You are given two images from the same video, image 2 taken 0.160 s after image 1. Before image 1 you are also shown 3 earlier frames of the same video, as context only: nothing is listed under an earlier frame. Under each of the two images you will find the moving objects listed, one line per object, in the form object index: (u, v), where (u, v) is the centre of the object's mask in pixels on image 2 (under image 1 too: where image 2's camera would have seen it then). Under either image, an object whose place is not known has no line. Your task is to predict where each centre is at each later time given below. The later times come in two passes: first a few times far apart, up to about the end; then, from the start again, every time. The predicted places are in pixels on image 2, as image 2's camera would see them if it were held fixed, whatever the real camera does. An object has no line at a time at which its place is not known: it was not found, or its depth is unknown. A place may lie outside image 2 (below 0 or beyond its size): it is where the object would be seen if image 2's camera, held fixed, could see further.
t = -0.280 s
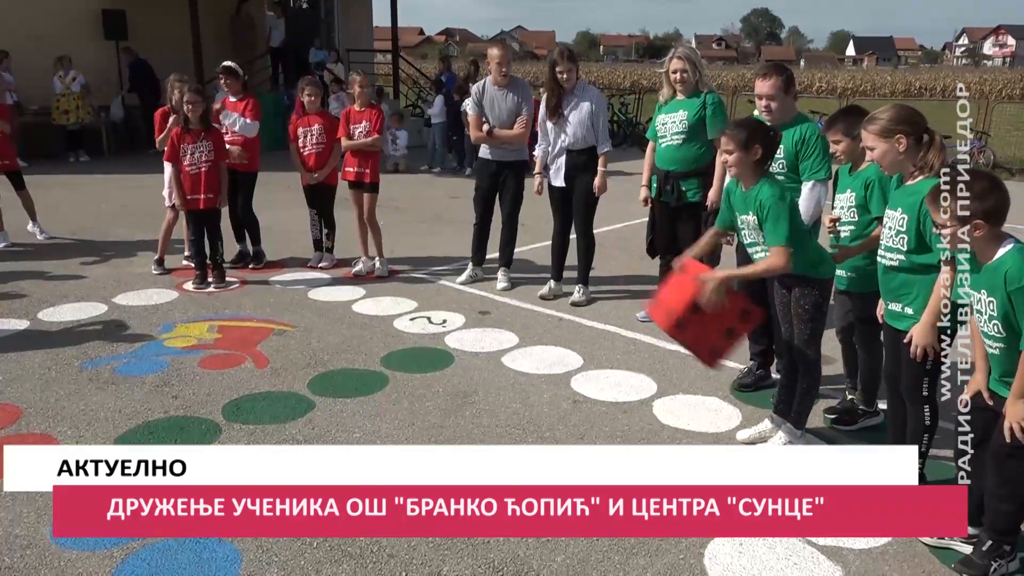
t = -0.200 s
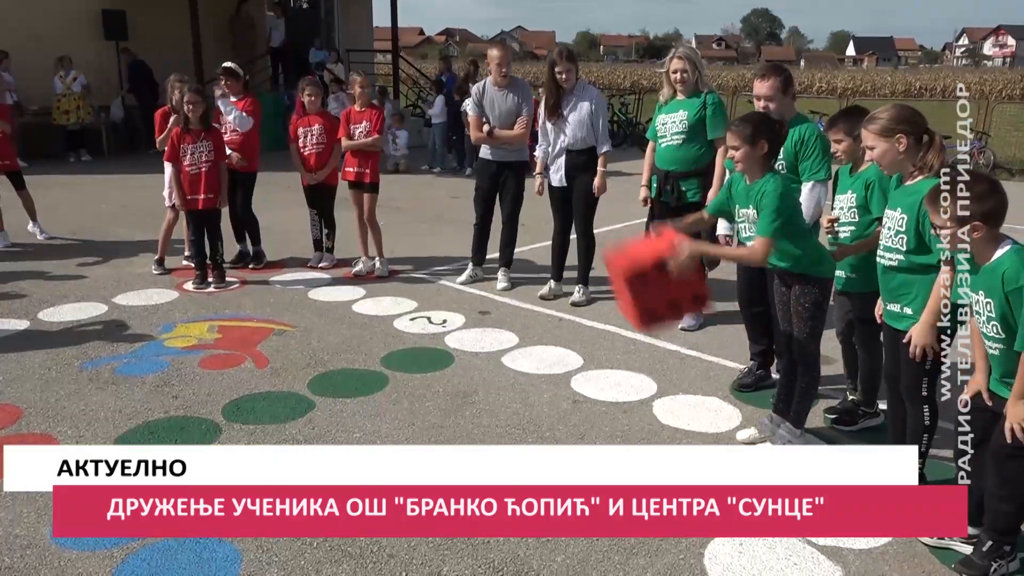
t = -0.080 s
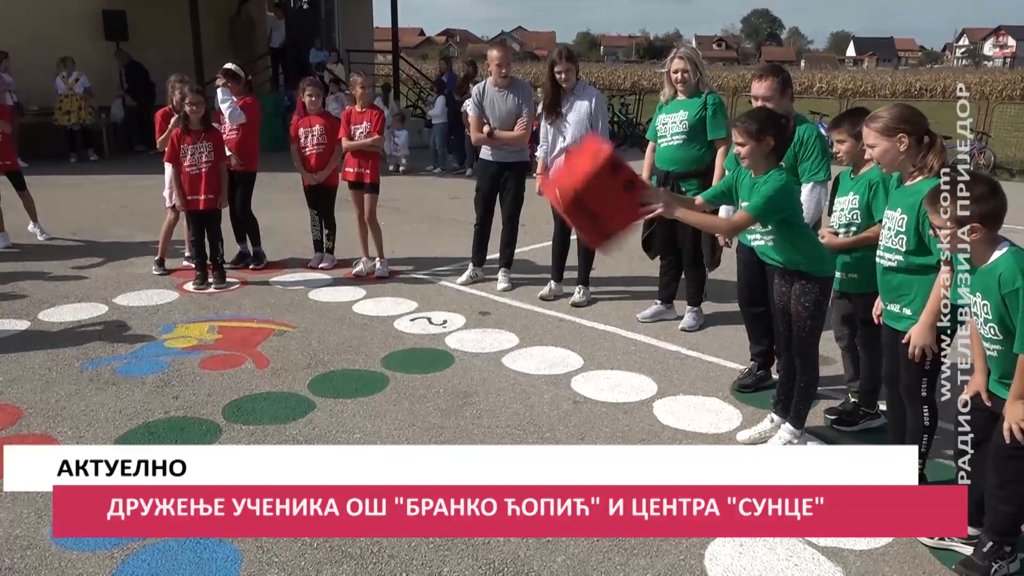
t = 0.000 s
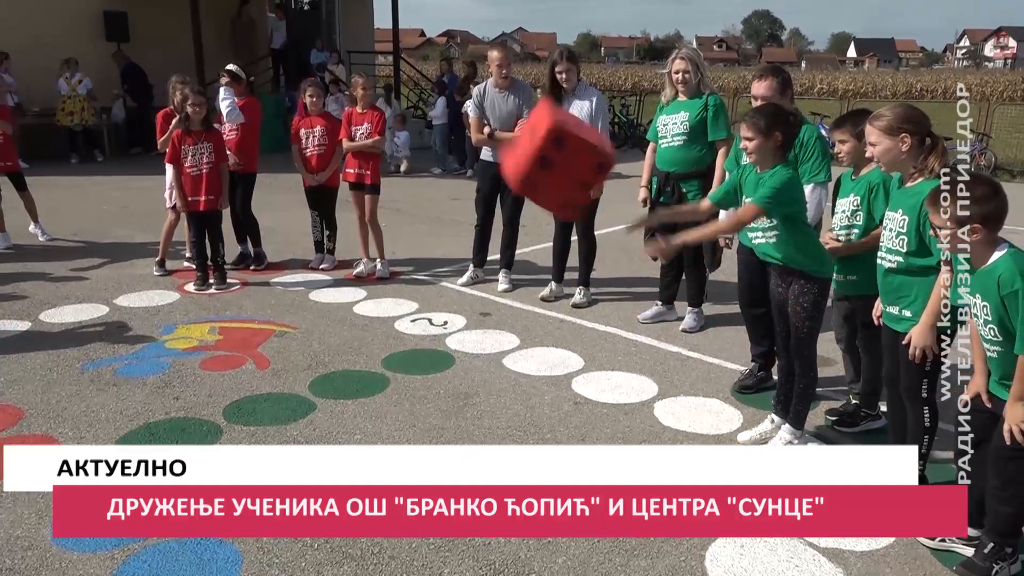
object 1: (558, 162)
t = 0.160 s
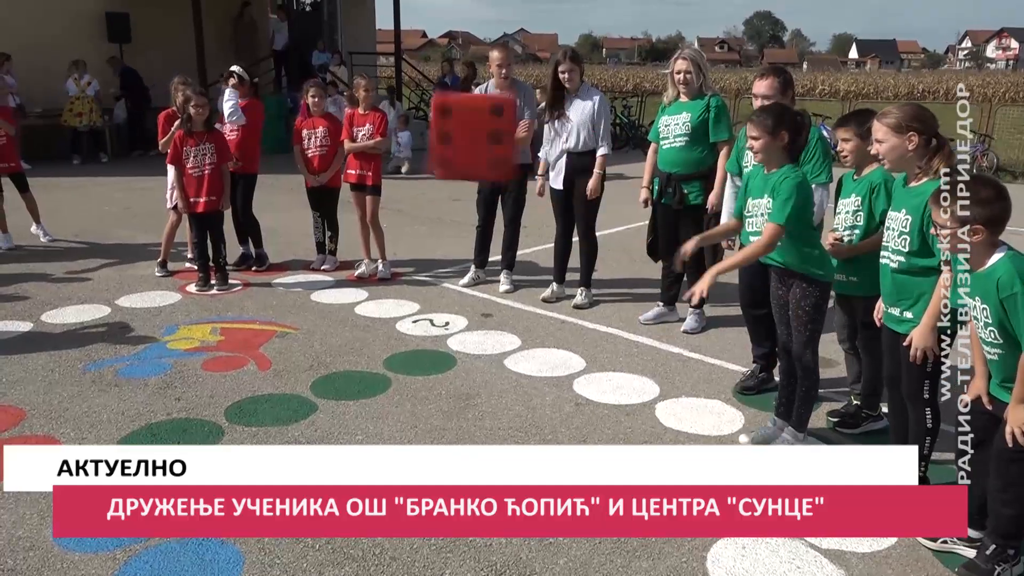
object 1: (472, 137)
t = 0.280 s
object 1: (413, 161)
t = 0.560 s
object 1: (262, 355)
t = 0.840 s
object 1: (244, 375)
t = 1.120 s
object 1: (280, 418)
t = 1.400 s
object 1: (316, 427)
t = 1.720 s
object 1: (352, 426)
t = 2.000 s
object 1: (331, 430)
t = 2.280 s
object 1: (309, 431)
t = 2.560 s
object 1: (320, 432)
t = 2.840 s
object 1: (319, 432)
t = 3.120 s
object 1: (320, 445)
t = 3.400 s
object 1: (320, 445)
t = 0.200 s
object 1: (454, 140)
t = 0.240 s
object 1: (433, 149)
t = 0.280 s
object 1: (413, 161)
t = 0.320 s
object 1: (388, 179)
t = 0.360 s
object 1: (367, 197)
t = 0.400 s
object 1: (347, 222)
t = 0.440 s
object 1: (324, 250)
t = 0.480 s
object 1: (303, 281)
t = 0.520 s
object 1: (280, 318)
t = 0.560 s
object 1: (262, 355)
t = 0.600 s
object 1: (242, 394)
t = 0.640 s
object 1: (225, 425)
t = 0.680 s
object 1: (226, 422)
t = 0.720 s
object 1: (231, 411)
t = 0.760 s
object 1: (236, 396)
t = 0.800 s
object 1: (239, 383)
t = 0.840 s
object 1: (244, 375)
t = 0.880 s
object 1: (249, 370)
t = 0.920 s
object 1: (254, 370)
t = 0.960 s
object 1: (259, 372)
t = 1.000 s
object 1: (264, 379)
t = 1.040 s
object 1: (269, 388)
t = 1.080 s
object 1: (275, 402)
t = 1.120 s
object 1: (280, 418)
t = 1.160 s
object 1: (284, 430)
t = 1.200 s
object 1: (289, 431)
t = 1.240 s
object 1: (295, 426)
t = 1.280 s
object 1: (301, 423)
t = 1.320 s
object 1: (305, 423)
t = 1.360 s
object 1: (310, 424)
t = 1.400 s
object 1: (316, 427)
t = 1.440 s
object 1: (322, 432)
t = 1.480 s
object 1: (329, 433)
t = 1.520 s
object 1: (335, 431)
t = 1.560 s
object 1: (340, 430)
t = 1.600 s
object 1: (345, 429)
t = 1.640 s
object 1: (349, 427)
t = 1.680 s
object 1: (351, 426)
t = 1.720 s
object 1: (352, 426)
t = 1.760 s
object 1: (352, 426)
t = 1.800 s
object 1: (351, 426)
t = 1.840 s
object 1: (349, 426)
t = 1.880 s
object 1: (346, 427)
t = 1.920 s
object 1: (342, 428)
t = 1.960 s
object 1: (337, 429)
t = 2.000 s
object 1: (331, 430)
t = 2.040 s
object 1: (325, 431)
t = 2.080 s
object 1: (318, 431)
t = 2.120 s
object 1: (312, 432)
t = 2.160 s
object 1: (309, 432)
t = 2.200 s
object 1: (308, 431)
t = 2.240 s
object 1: (308, 431)
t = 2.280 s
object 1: (309, 431)
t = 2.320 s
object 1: (311, 431)
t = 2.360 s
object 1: (313, 430)
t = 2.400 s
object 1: (315, 431)
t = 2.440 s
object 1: (317, 432)
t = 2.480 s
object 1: (318, 432)
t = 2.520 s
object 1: (319, 432)
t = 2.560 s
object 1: (320, 432)
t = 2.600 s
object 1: (319, 432)
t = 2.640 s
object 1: (319, 432)
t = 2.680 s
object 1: (319, 432)
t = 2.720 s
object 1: (319, 432)
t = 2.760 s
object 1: (320, 432)
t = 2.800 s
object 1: (319, 432)
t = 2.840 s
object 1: (319, 432)
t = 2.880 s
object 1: (319, 433)
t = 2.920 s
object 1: (316, 438)
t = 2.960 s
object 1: (318, 444)
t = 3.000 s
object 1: (320, 445)
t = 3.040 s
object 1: (320, 445)
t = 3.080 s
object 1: (320, 445)
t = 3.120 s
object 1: (320, 445)
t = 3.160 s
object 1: (320, 445)
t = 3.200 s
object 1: (320, 445)
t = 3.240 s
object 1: (320, 445)
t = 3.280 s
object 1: (320, 445)
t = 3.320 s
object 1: (320, 445)
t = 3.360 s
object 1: (320, 445)
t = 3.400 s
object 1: (320, 445)
